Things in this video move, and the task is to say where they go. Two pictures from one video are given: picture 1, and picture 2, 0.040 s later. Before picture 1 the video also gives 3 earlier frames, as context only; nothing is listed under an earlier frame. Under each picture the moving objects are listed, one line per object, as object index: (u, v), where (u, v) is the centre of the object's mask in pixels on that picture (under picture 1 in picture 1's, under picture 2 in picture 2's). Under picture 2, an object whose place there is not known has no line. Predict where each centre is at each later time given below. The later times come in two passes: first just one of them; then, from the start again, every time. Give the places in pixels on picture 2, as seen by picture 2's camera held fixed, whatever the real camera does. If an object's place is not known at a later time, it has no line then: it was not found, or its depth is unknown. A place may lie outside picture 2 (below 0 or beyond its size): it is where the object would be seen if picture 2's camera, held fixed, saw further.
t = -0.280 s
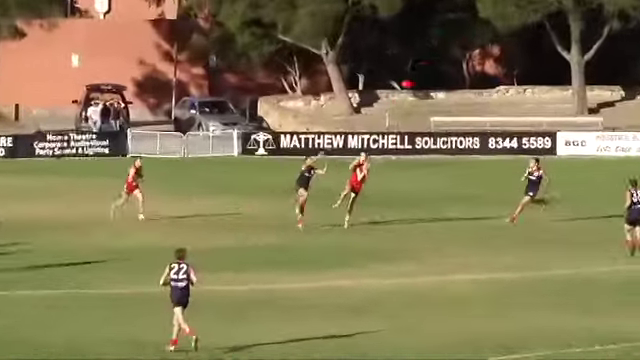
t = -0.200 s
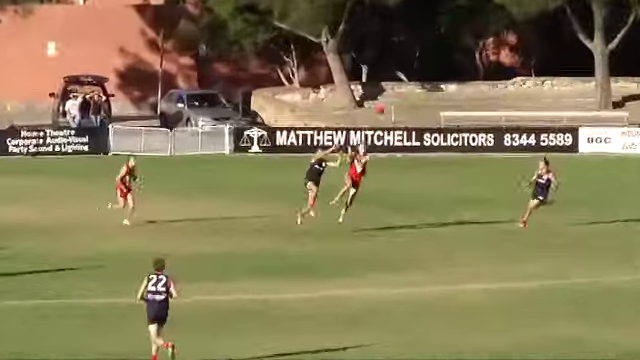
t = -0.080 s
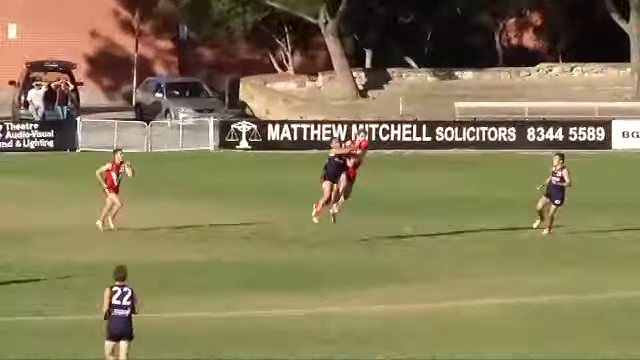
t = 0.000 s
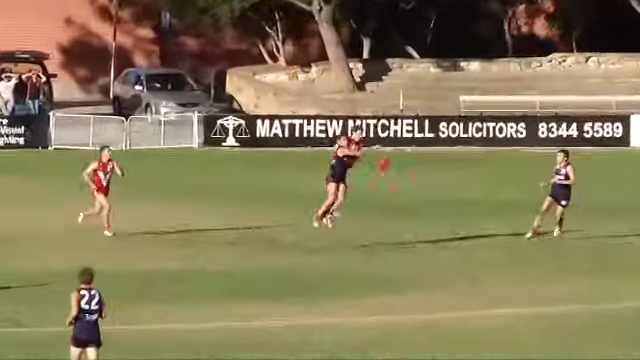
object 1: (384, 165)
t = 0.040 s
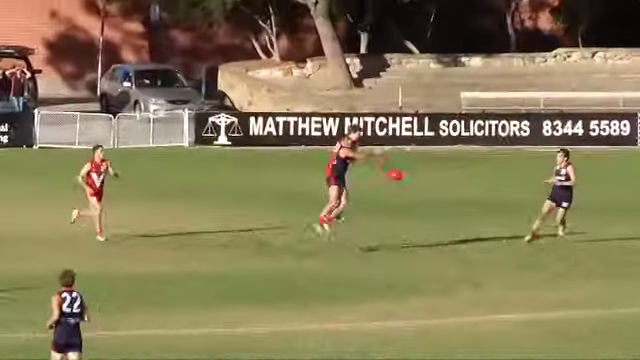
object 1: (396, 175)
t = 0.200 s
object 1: (446, 240)
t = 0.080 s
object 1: (408, 190)
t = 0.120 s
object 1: (420, 205)
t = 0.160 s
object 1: (432, 221)
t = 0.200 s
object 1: (446, 240)
